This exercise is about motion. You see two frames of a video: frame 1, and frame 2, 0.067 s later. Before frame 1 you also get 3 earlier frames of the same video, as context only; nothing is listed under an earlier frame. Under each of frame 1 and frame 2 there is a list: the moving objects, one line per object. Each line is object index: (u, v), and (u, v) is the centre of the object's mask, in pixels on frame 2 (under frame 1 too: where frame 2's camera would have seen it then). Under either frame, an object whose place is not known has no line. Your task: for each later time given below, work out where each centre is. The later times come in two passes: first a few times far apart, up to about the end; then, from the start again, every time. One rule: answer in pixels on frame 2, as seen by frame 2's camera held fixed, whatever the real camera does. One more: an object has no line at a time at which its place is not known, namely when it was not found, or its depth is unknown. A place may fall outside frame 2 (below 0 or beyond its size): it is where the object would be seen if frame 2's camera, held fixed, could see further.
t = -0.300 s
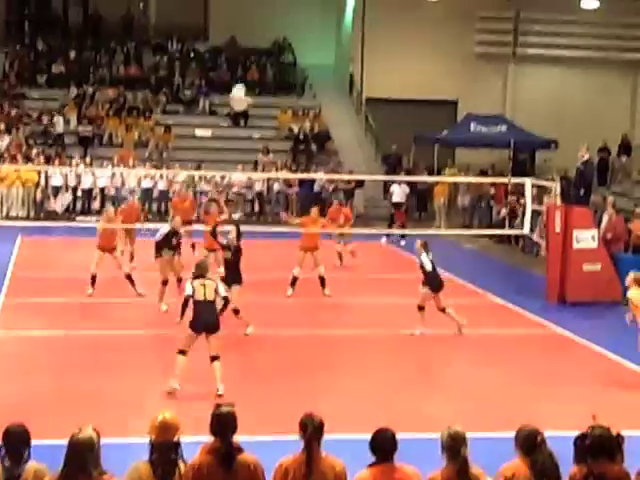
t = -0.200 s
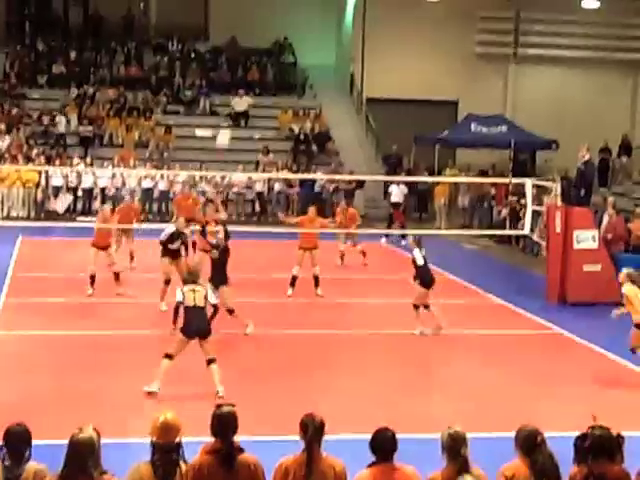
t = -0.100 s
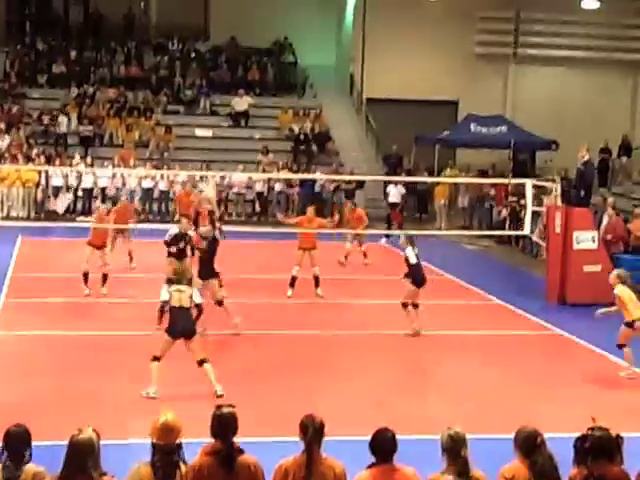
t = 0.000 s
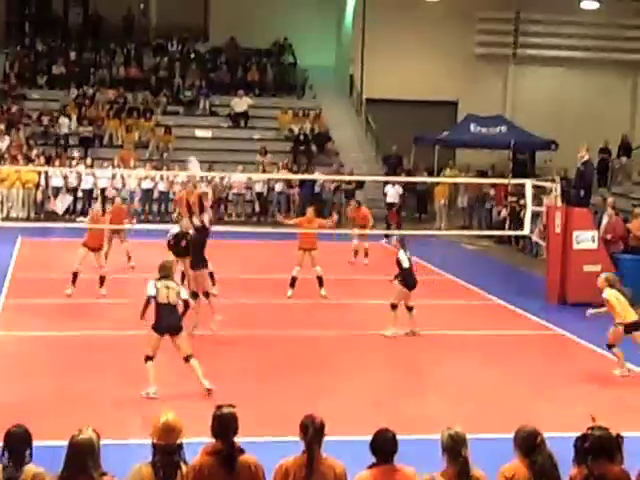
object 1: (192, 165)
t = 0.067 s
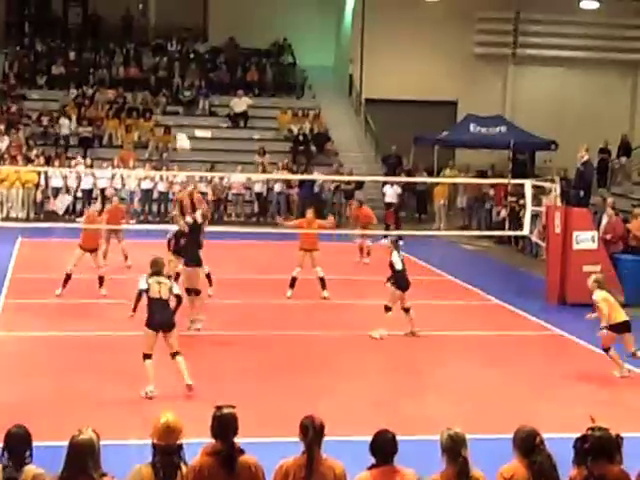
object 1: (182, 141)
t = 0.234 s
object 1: (155, 91)
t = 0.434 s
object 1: (121, 53)
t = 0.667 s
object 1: (82, 42)
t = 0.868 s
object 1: (50, 61)
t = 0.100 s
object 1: (177, 129)
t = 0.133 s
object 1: (171, 118)
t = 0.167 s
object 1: (166, 109)
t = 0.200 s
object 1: (160, 100)
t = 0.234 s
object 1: (155, 91)
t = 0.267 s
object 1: (149, 83)
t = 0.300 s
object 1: (144, 76)
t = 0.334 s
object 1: (138, 69)
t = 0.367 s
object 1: (132, 63)
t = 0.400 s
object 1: (127, 57)
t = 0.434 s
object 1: (121, 53)
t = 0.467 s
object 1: (116, 49)
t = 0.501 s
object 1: (110, 46)
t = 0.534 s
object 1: (105, 44)
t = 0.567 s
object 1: (99, 43)
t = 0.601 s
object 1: (94, 42)
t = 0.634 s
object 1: (88, 42)
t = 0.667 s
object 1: (82, 42)
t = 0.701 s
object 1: (77, 43)
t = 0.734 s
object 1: (71, 46)
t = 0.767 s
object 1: (66, 49)
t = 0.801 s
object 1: (61, 52)
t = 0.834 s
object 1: (56, 56)
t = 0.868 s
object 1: (50, 61)
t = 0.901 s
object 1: (45, 66)
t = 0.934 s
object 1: (40, 73)
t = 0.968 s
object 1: (35, 79)
